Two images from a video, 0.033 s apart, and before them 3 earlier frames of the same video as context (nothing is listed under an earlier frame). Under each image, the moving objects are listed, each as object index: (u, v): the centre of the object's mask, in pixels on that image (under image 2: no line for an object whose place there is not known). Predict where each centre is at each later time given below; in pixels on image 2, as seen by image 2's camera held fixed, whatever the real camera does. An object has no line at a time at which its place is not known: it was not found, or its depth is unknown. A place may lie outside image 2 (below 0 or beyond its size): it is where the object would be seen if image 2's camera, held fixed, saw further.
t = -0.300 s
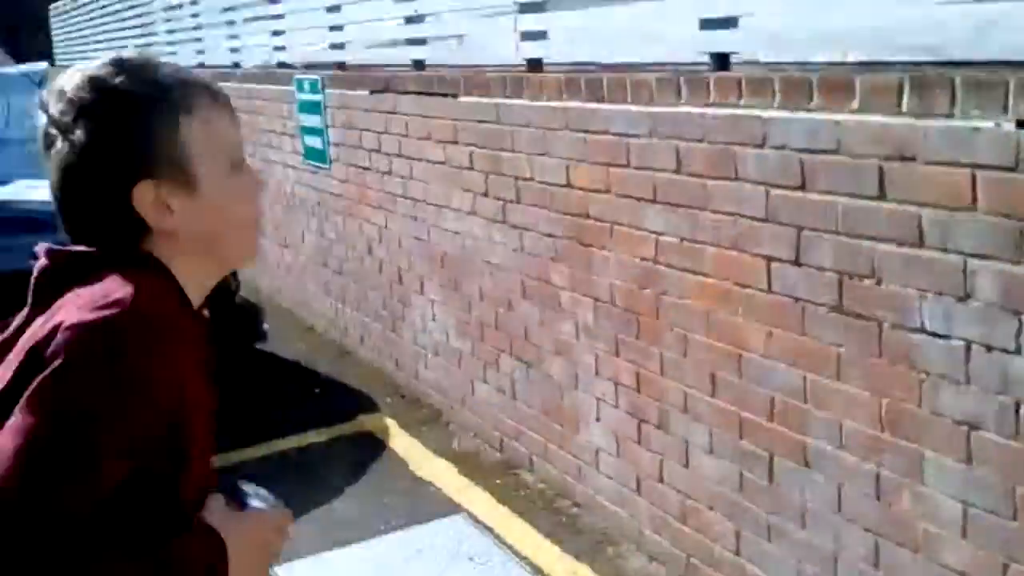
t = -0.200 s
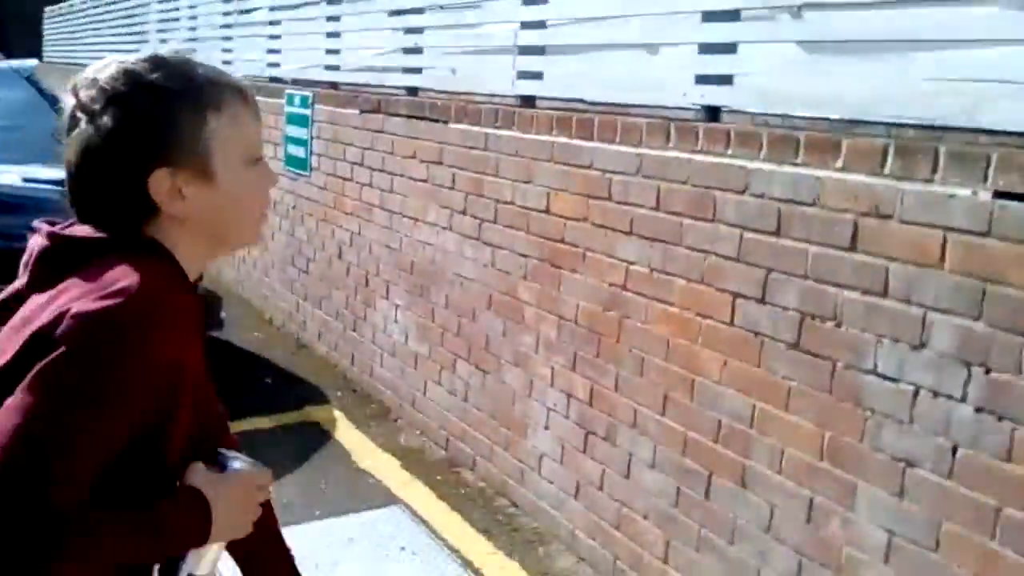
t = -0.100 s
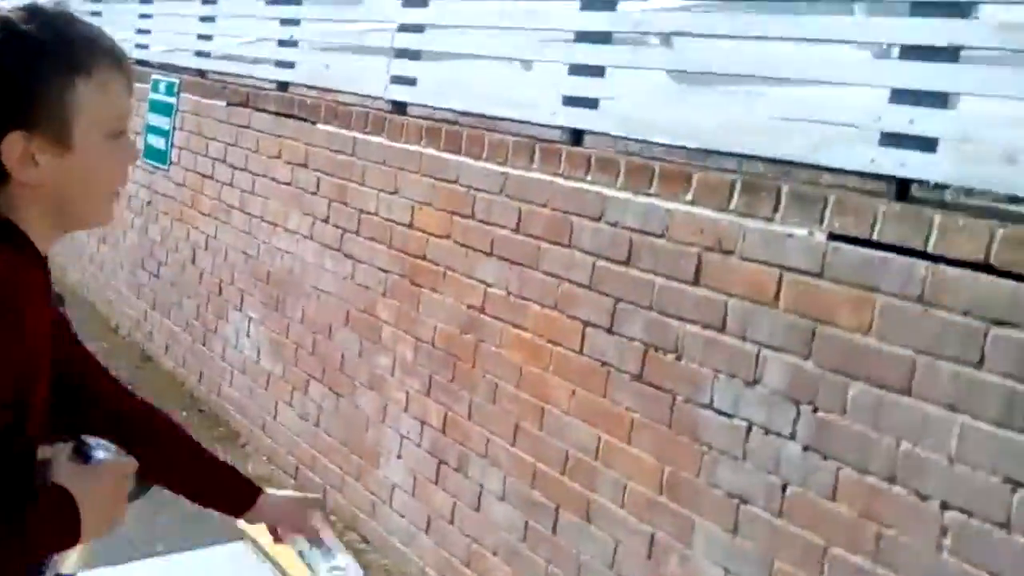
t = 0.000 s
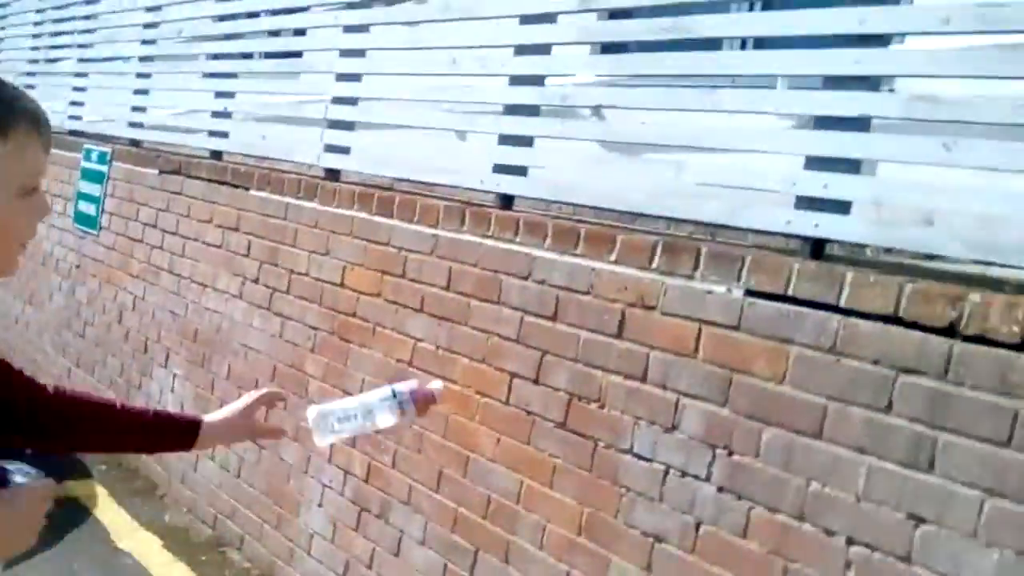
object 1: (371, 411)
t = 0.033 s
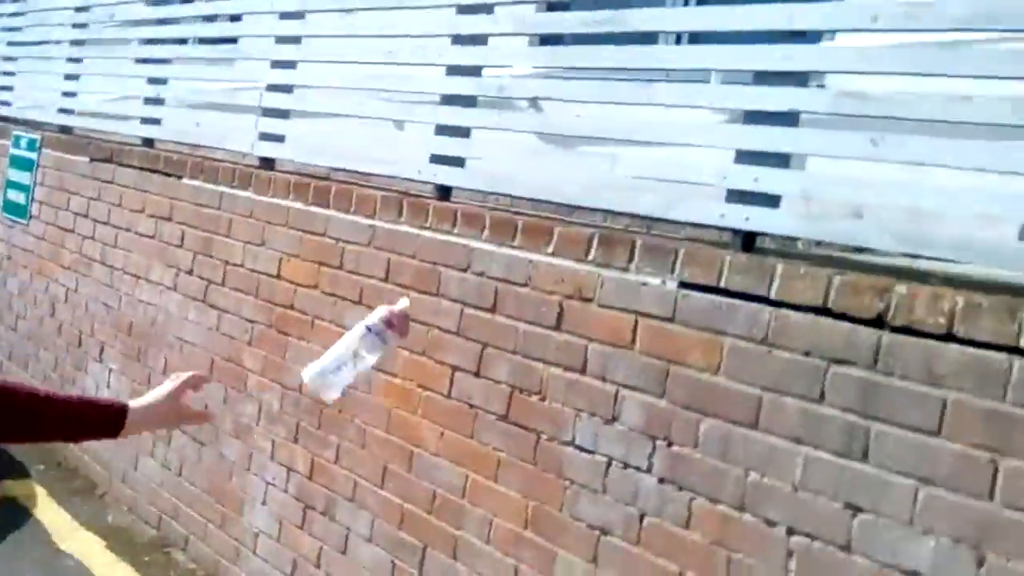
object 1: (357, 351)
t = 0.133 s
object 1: (500, 186)
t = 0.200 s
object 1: (567, 100)
